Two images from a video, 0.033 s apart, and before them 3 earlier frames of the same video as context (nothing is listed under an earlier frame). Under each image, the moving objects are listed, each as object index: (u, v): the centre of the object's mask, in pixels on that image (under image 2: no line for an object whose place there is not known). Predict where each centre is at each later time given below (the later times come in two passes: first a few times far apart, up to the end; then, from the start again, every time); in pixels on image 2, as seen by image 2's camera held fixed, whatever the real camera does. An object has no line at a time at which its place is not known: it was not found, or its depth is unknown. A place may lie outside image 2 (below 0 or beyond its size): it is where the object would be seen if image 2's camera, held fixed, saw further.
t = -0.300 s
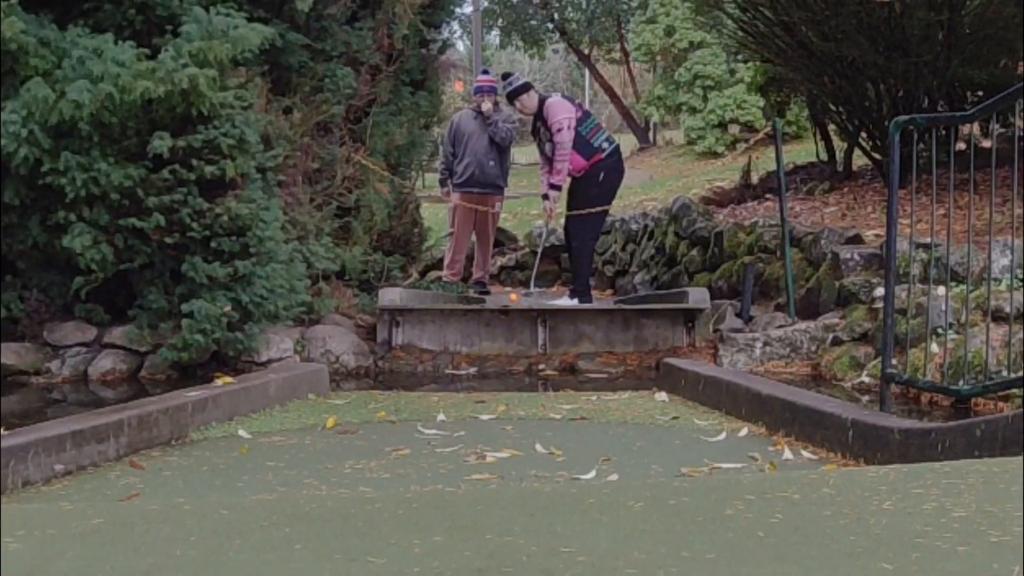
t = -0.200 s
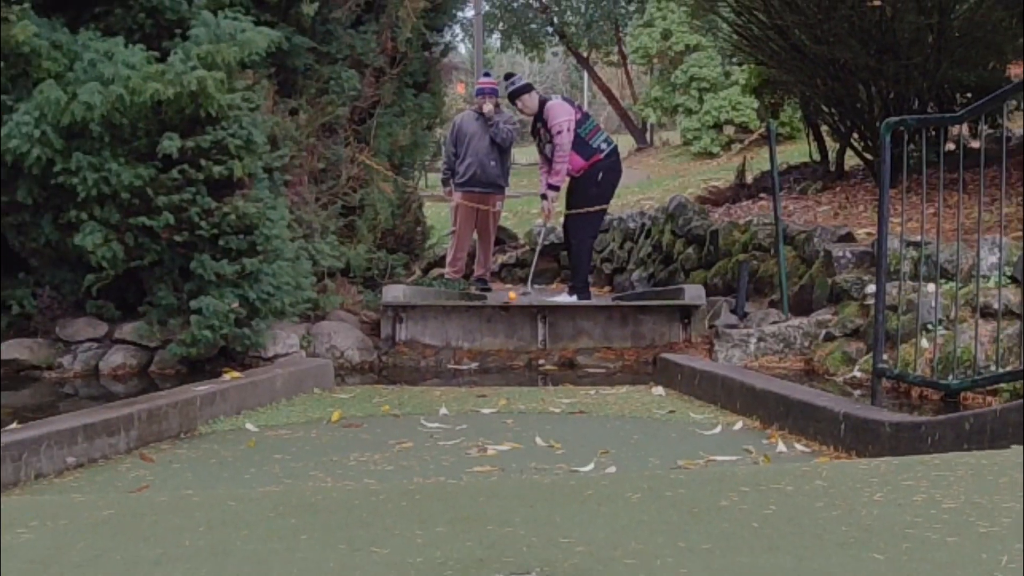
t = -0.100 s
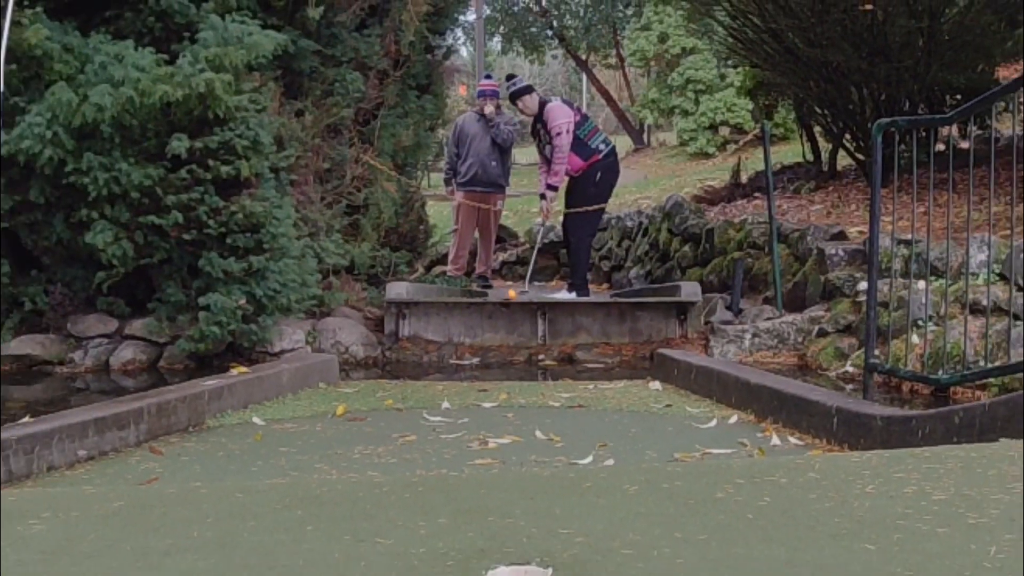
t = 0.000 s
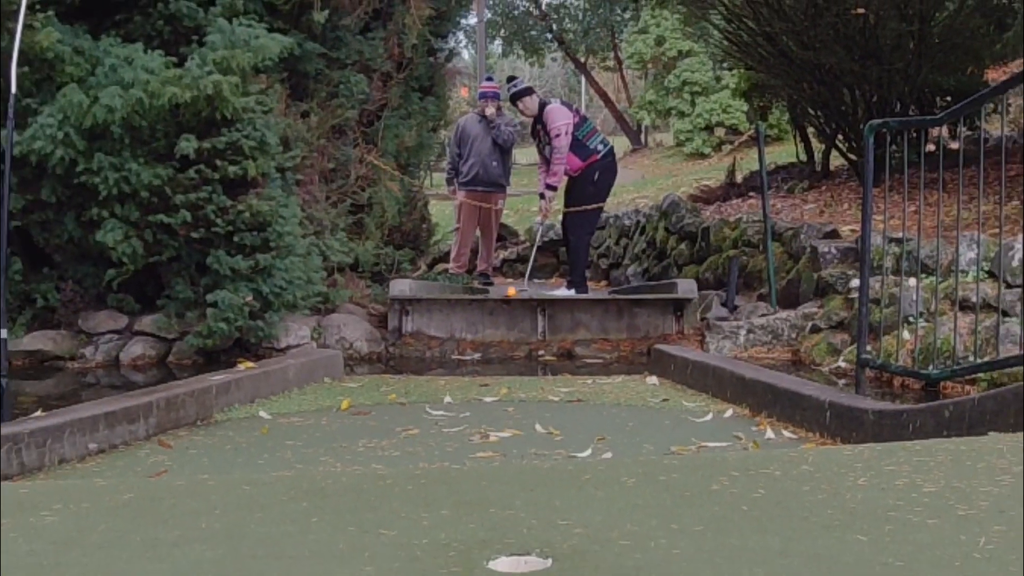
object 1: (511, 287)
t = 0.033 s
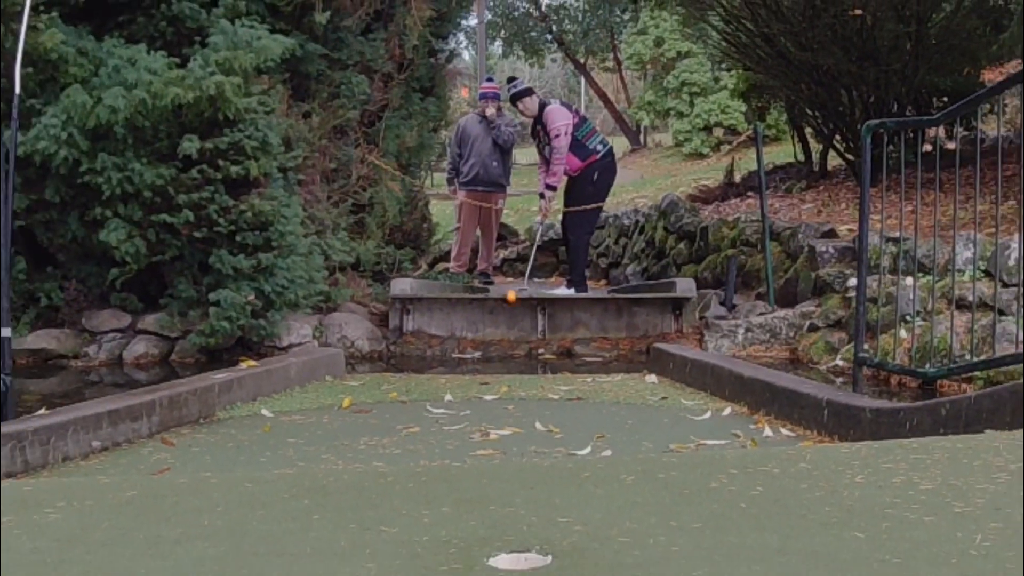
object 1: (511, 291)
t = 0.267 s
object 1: (511, 369)
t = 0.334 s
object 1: (510, 371)
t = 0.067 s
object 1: (511, 302)
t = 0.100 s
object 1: (511, 311)
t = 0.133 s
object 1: (511, 323)
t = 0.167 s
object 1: (511, 338)
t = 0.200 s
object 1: (511, 358)
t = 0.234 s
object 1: (511, 371)
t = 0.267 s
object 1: (511, 369)
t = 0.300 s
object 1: (511, 368)
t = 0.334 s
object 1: (510, 371)
